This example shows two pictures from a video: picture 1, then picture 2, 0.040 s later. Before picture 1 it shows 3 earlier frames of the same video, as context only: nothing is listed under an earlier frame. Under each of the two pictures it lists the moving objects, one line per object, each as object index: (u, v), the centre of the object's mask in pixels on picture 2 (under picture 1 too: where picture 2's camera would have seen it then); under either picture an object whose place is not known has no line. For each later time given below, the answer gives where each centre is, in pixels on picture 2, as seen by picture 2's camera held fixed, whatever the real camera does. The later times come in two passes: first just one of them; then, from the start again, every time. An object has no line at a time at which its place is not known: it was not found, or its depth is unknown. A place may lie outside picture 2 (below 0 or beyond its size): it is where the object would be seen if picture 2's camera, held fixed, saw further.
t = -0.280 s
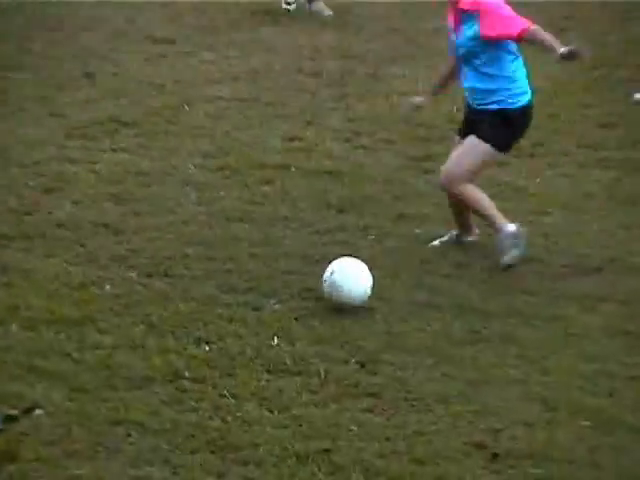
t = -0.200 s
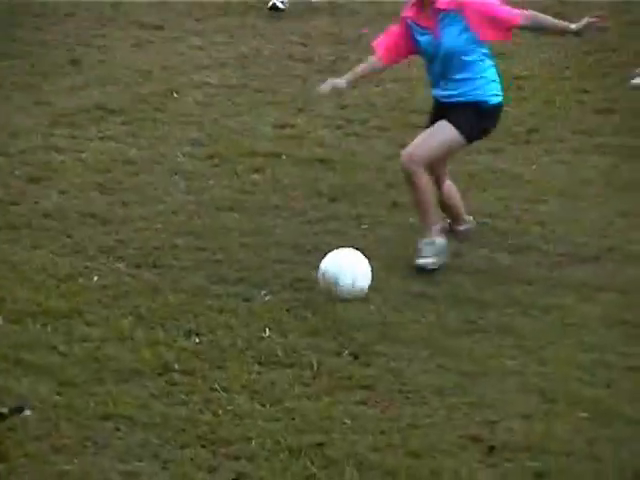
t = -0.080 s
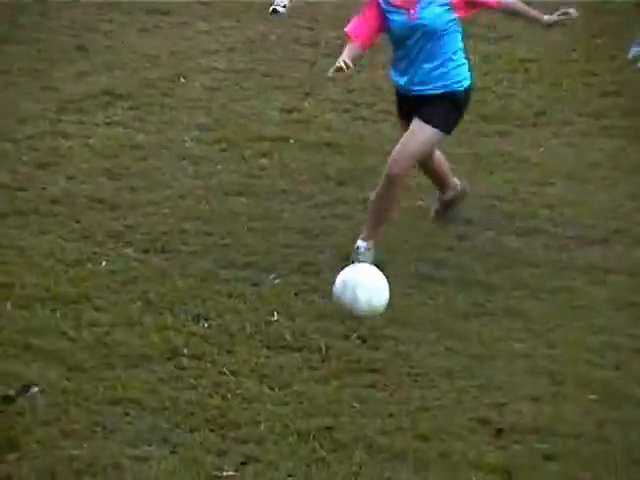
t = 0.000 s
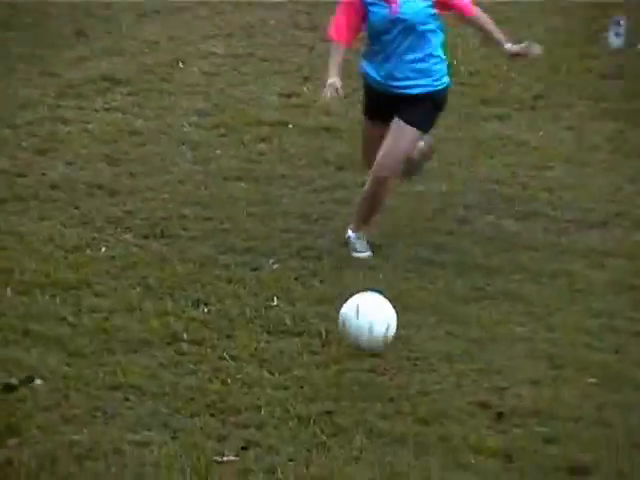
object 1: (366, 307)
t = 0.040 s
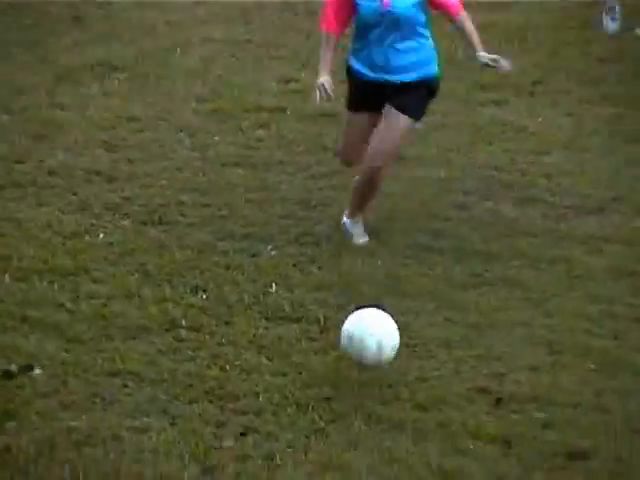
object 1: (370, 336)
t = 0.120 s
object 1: (378, 409)
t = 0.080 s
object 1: (374, 374)
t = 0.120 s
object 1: (378, 409)
